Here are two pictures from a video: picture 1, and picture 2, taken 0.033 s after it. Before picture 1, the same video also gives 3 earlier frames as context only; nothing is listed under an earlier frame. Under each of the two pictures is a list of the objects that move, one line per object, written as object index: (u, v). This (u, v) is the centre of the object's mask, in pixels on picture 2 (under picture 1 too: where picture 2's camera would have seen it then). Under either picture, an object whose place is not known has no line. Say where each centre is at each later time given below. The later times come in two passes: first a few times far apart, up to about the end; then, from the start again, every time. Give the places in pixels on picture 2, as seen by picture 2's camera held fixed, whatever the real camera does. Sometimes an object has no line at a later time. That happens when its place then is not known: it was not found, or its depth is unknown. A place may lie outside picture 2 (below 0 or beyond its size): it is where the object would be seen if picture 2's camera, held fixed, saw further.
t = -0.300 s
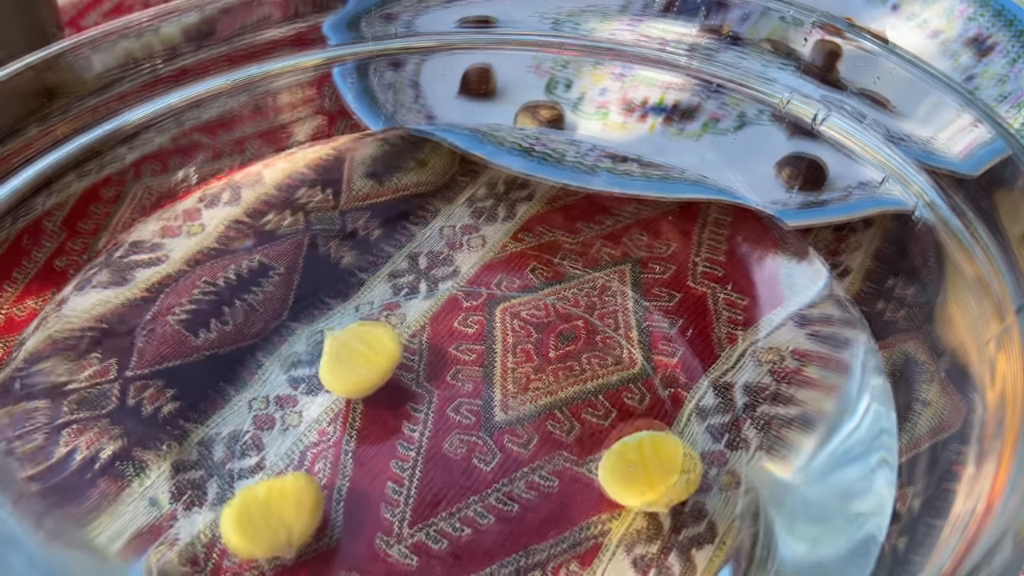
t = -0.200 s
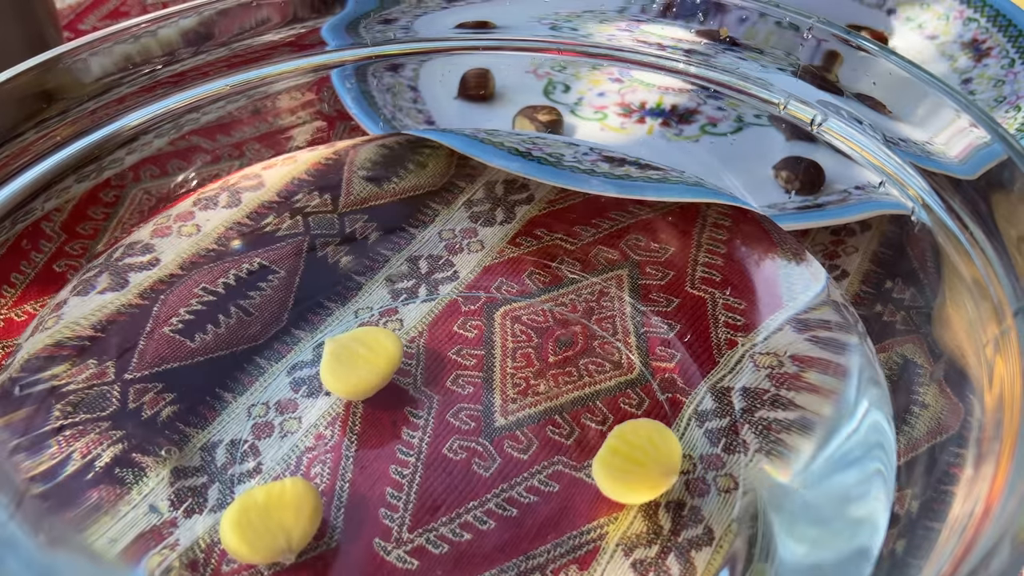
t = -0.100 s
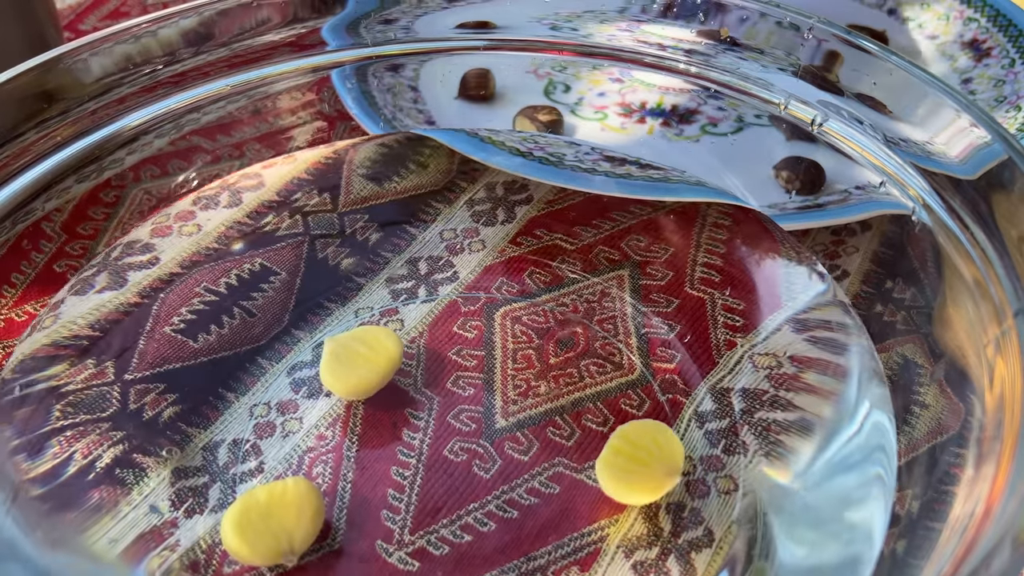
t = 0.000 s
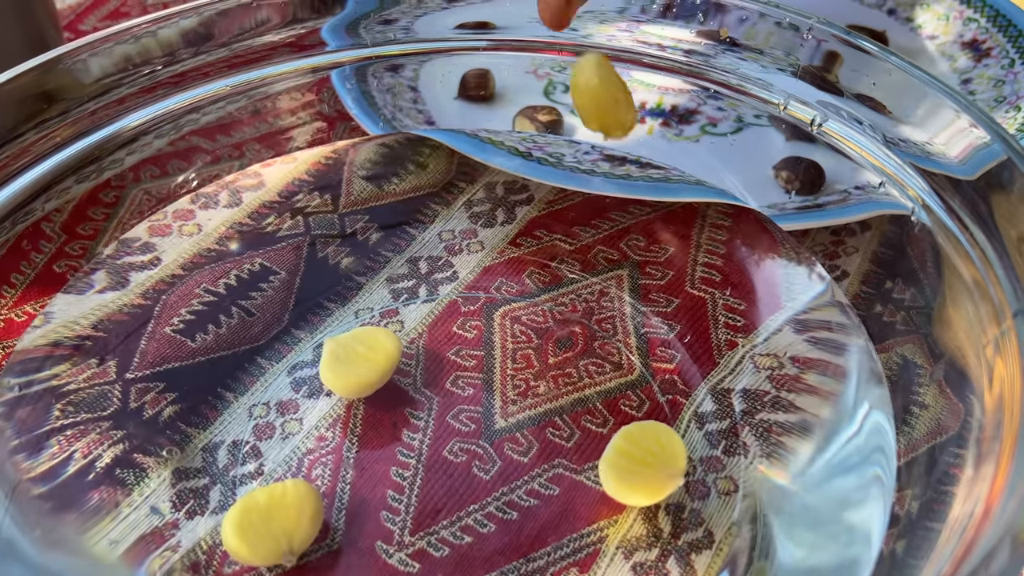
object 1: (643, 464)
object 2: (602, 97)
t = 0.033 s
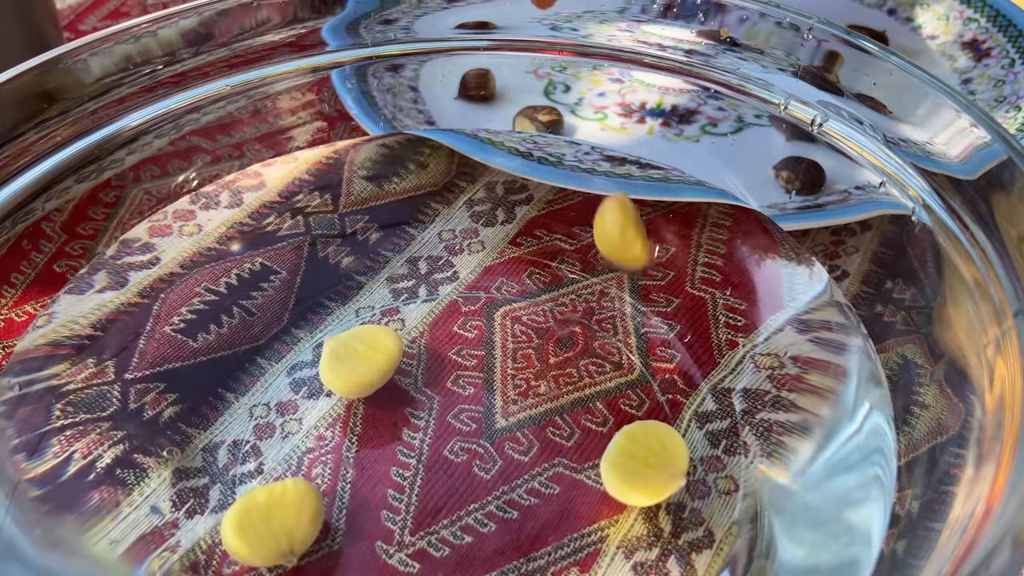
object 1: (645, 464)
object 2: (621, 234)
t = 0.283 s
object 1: (651, 467)
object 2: (679, 395)
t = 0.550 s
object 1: (657, 473)
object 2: (662, 403)
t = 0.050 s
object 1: (645, 464)
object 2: (633, 291)
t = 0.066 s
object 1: (646, 465)
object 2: (645, 324)
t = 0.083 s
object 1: (646, 466)
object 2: (652, 347)
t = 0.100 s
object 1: (647, 467)
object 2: (661, 359)
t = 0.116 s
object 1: (647, 467)
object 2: (667, 363)
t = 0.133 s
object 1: (648, 467)
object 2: (671, 365)
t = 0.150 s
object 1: (648, 467)
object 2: (675, 367)
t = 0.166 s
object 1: (649, 467)
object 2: (674, 370)
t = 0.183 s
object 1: (649, 466)
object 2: (672, 372)
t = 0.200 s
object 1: (650, 466)
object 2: (673, 375)
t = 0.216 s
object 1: (650, 466)
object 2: (677, 377)
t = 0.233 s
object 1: (650, 465)
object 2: (679, 382)
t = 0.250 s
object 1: (651, 466)
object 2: (680, 385)
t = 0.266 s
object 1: (650, 465)
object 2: (679, 392)
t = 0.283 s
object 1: (651, 467)
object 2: (679, 395)
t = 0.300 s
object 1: (651, 466)
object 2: (679, 398)
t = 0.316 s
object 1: (652, 466)
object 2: (677, 393)
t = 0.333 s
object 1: (652, 467)
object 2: (679, 394)
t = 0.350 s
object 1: (652, 469)
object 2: (679, 397)
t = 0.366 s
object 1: (652, 470)
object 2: (678, 394)
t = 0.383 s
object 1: (652, 473)
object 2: (678, 396)
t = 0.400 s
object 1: (652, 473)
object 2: (677, 396)
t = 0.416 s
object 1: (653, 472)
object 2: (677, 399)
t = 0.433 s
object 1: (654, 474)
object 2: (675, 401)
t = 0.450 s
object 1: (654, 474)
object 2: (673, 398)
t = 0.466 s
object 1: (655, 473)
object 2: (671, 396)
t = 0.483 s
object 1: (655, 475)
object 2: (669, 398)
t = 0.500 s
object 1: (655, 476)
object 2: (669, 401)
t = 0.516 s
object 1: (656, 474)
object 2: (666, 402)
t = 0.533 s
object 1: (656, 475)
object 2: (664, 402)
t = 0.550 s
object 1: (657, 473)
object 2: (662, 403)
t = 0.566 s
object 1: (657, 471)
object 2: (661, 404)
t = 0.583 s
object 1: (658, 473)
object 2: (661, 406)
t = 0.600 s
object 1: (658, 474)
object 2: (660, 406)
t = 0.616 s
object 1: (658, 473)
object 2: (659, 406)
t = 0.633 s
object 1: (657, 474)
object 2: (658, 406)
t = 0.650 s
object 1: (658, 473)
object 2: (657, 406)
